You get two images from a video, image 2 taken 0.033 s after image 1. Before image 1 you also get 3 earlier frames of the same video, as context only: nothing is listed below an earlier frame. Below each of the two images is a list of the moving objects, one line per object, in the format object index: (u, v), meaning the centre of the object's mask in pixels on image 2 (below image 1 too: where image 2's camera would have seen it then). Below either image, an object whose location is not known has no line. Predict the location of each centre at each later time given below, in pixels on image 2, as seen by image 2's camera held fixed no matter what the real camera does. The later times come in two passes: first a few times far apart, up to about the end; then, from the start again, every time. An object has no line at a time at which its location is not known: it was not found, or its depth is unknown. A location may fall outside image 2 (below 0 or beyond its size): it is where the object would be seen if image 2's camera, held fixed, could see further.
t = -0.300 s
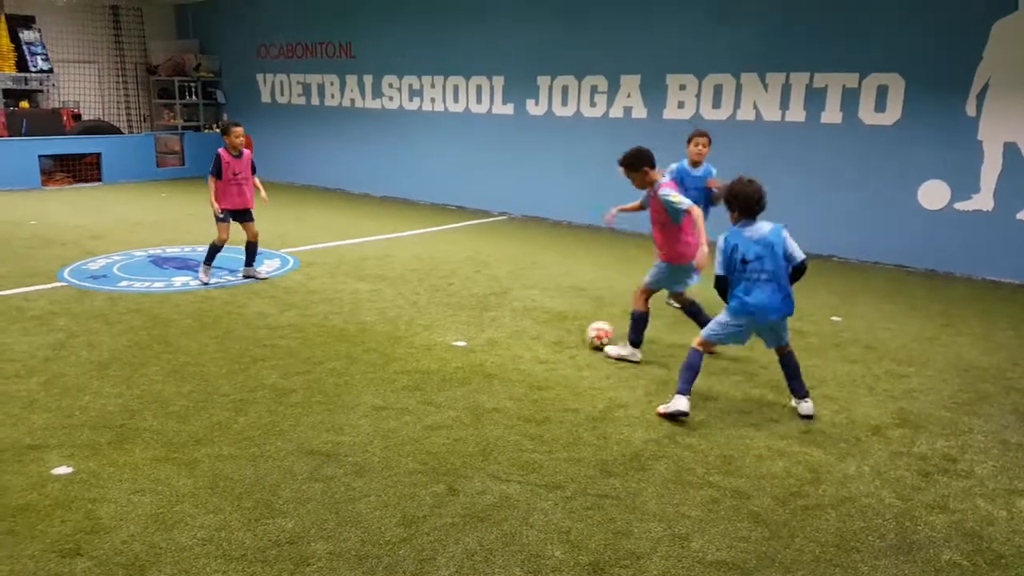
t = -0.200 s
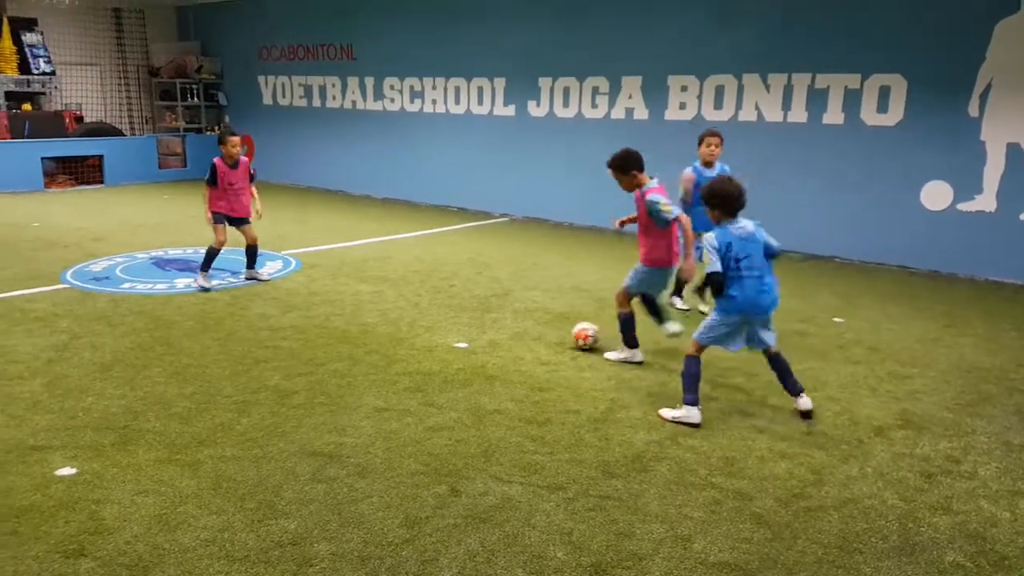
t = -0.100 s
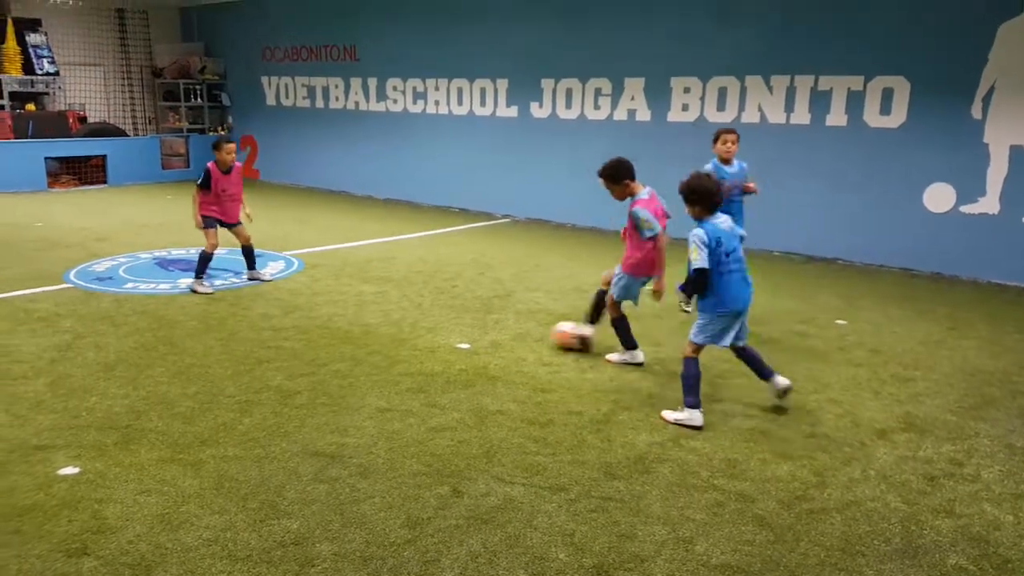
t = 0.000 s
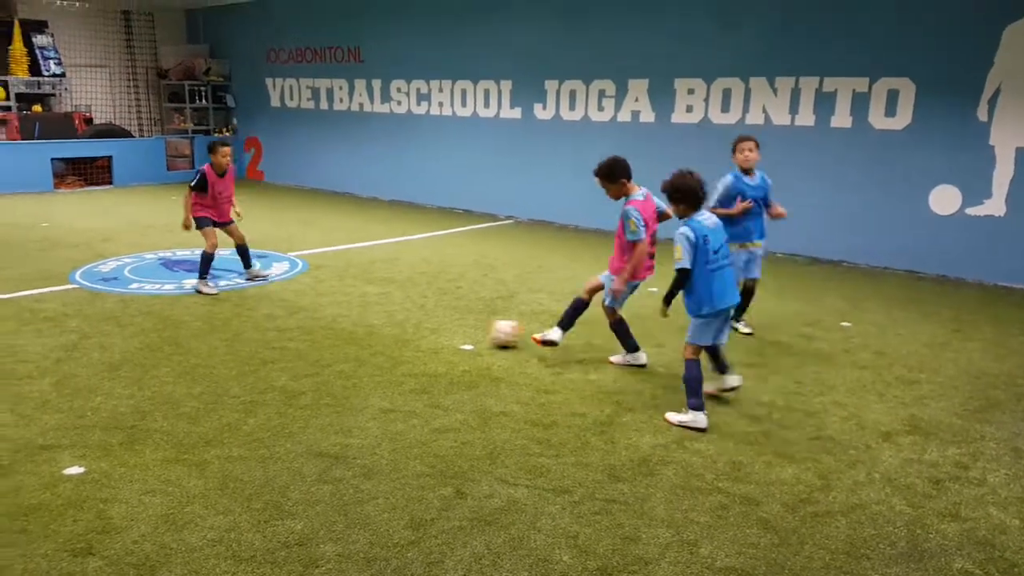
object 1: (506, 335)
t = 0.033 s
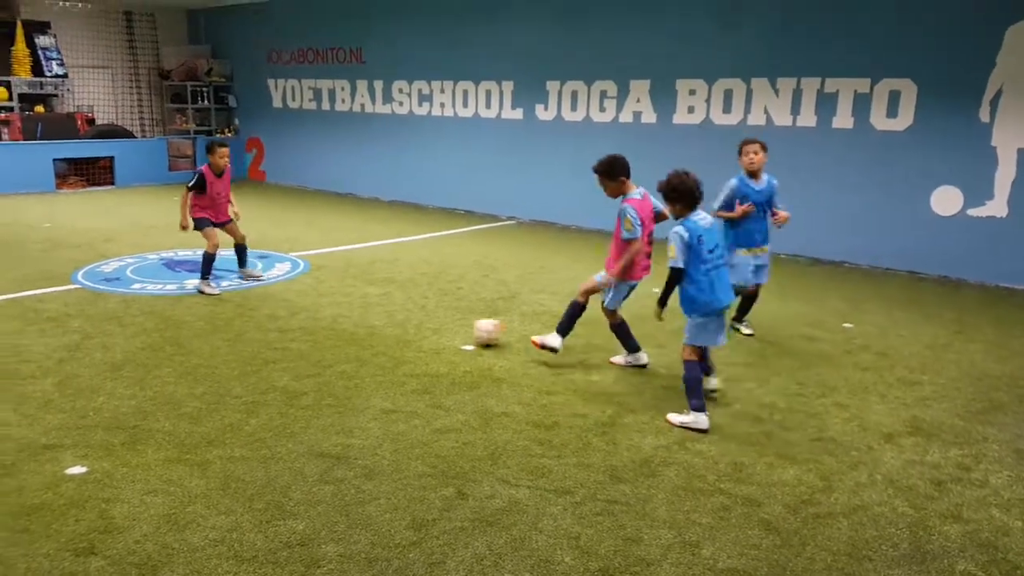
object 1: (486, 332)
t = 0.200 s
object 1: (400, 328)
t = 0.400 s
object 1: (321, 324)
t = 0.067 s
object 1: (468, 332)
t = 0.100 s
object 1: (449, 331)
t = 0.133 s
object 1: (432, 329)
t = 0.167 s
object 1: (416, 329)
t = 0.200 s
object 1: (400, 328)
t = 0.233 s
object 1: (385, 327)
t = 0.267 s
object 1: (371, 327)
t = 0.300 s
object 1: (359, 326)
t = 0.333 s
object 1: (346, 326)
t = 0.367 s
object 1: (333, 326)
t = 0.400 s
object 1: (321, 324)
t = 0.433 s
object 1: (309, 324)
